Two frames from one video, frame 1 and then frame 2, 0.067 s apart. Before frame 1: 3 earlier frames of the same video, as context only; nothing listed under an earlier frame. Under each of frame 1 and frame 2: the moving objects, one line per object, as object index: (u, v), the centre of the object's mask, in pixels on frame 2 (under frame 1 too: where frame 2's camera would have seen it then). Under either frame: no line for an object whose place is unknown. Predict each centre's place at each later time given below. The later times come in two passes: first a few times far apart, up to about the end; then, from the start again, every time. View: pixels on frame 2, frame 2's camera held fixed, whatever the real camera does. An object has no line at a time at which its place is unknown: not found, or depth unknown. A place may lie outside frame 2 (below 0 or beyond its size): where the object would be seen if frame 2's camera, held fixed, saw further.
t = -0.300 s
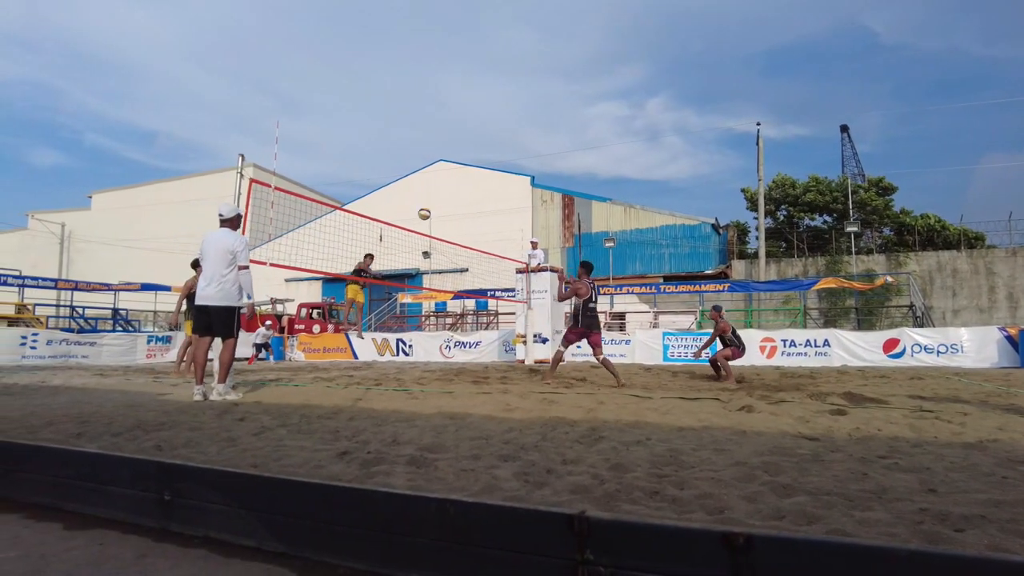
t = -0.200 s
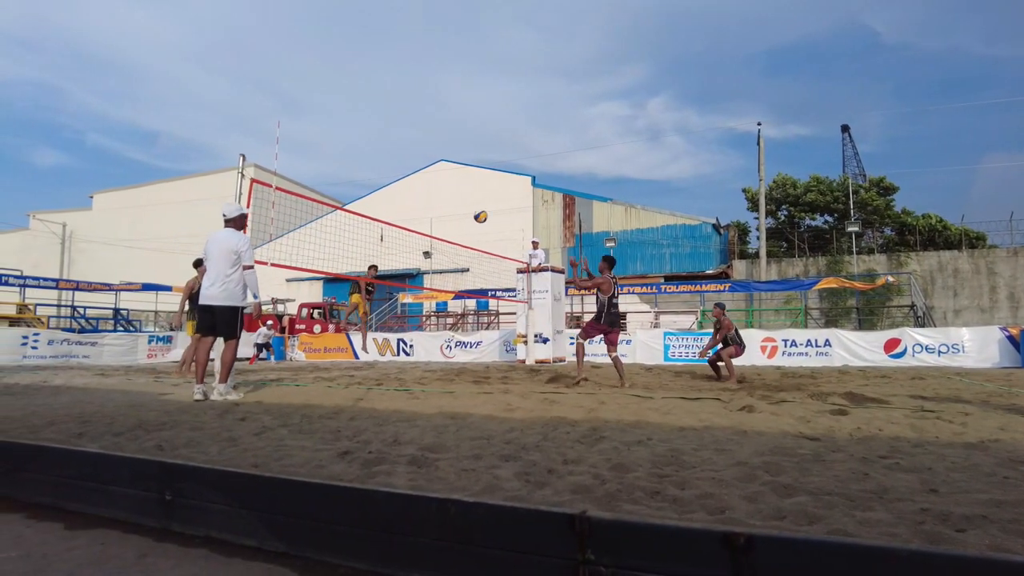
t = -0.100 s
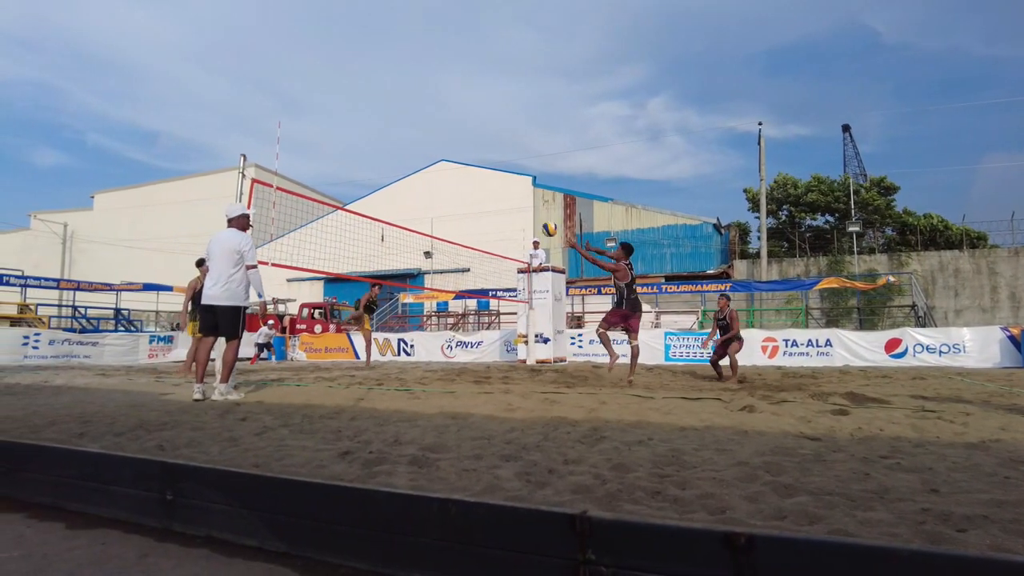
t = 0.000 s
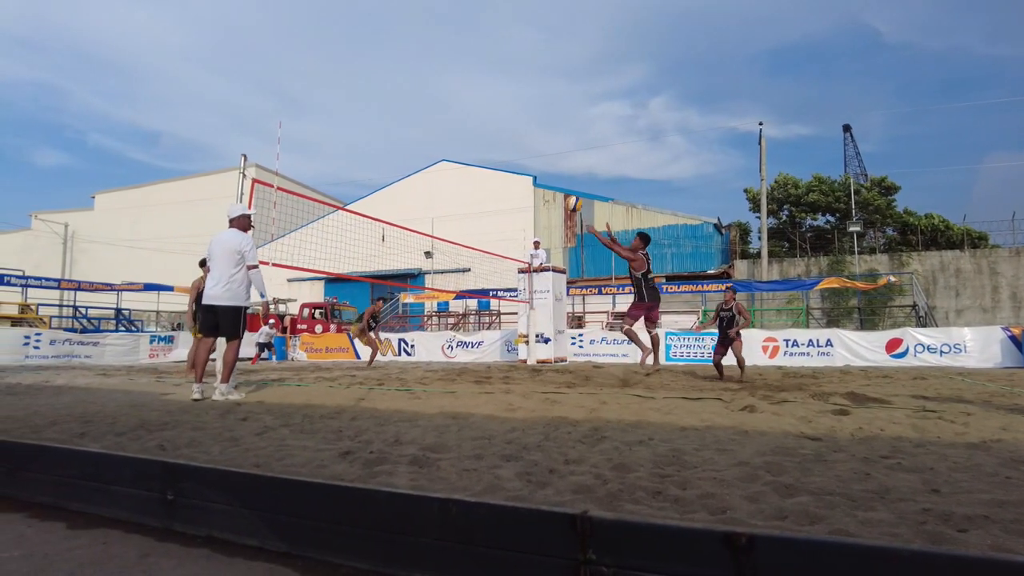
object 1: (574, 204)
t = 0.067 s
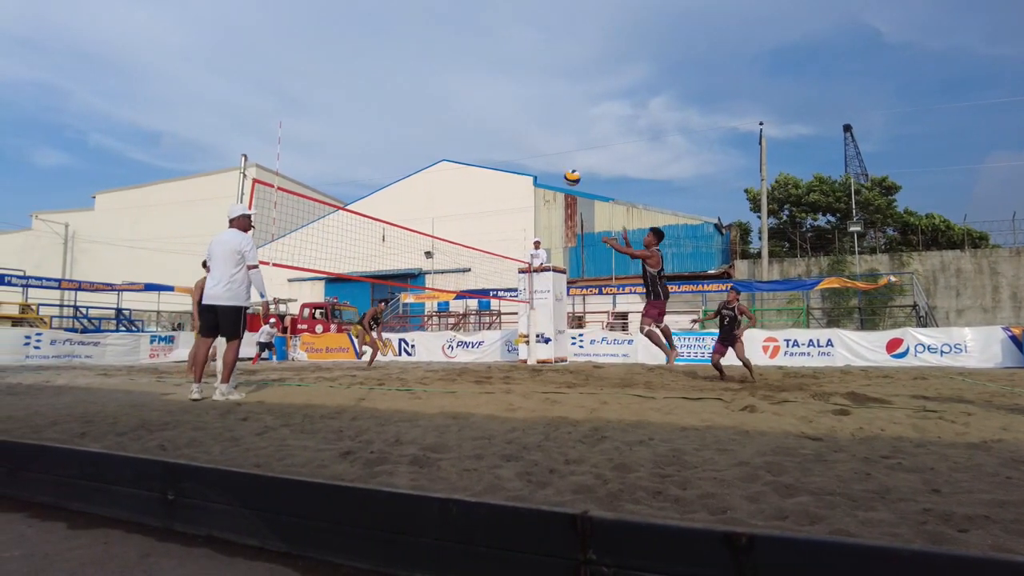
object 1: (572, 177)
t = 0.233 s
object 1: (566, 126)
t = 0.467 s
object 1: (559, 89)
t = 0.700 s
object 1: (552, 92)
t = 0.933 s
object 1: (545, 137)
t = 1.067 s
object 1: (541, 181)
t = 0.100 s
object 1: (571, 165)
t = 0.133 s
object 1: (570, 154)
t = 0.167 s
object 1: (569, 144)
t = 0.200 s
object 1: (567, 135)
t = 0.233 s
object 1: (566, 126)
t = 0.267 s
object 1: (565, 118)
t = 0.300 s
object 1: (564, 111)
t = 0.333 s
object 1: (563, 105)
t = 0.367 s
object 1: (562, 100)
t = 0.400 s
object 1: (561, 95)
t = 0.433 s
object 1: (560, 92)
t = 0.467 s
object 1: (559, 89)
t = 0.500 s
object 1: (558, 87)
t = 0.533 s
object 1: (557, 86)
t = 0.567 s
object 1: (556, 85)
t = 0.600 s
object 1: (555, 86)
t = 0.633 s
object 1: (554, 87)
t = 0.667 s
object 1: (553, 89)
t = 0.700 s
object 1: (552, 92)
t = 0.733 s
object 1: (551, 96)
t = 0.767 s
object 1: (550, 100)
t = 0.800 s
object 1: (549, 106)
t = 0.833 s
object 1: (548, 113)
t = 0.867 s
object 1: (547, 120)
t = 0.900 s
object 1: (546, 128)
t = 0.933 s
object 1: (545, 137)
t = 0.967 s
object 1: (544, 147)
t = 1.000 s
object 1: (543, 158)
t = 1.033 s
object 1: (542, 169)
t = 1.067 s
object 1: (541, 181)
